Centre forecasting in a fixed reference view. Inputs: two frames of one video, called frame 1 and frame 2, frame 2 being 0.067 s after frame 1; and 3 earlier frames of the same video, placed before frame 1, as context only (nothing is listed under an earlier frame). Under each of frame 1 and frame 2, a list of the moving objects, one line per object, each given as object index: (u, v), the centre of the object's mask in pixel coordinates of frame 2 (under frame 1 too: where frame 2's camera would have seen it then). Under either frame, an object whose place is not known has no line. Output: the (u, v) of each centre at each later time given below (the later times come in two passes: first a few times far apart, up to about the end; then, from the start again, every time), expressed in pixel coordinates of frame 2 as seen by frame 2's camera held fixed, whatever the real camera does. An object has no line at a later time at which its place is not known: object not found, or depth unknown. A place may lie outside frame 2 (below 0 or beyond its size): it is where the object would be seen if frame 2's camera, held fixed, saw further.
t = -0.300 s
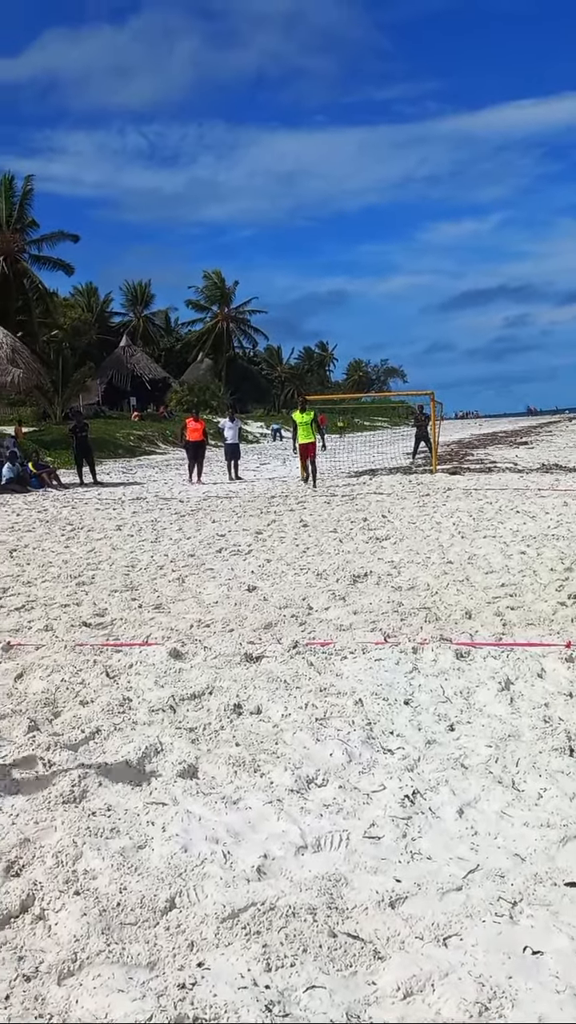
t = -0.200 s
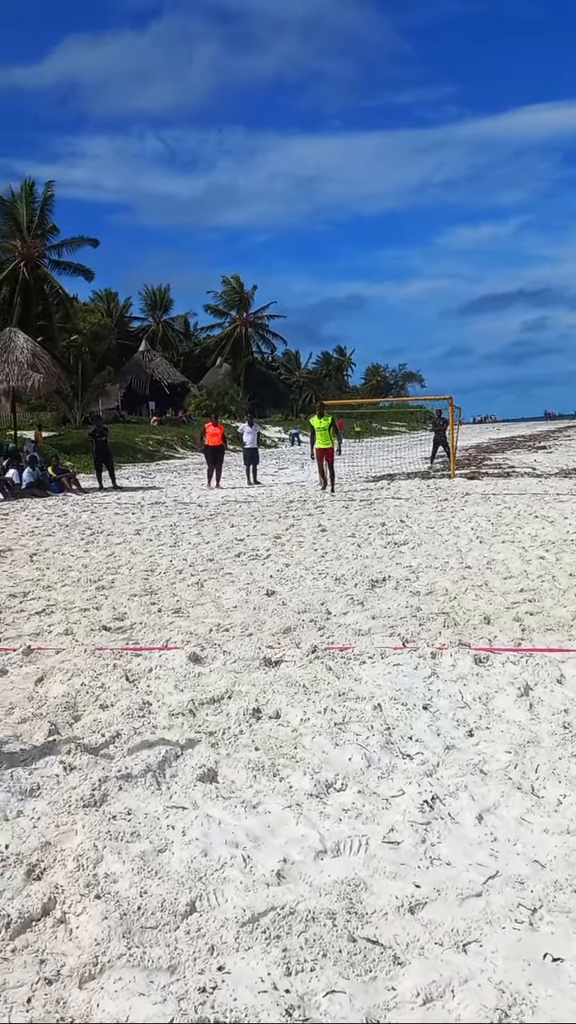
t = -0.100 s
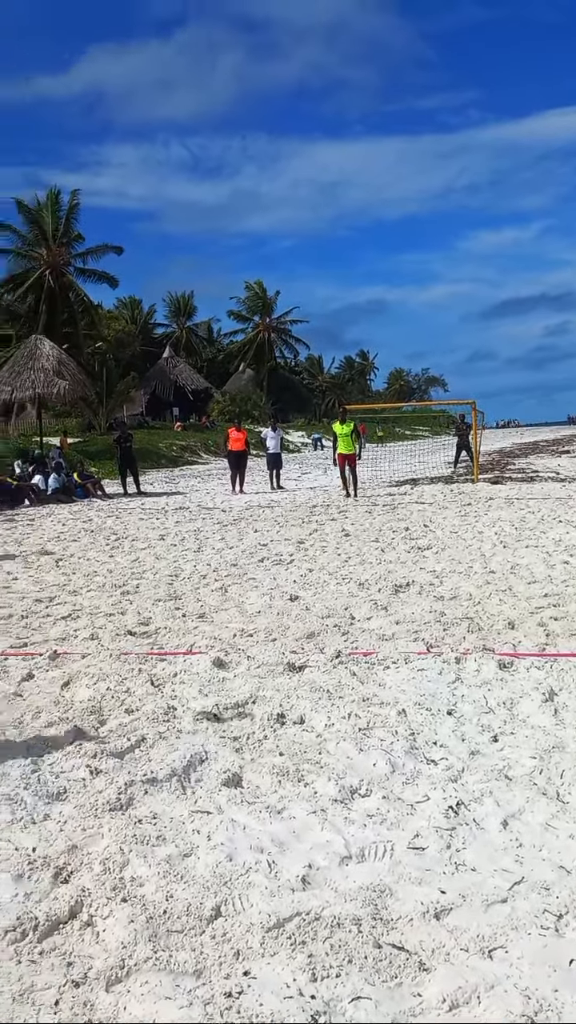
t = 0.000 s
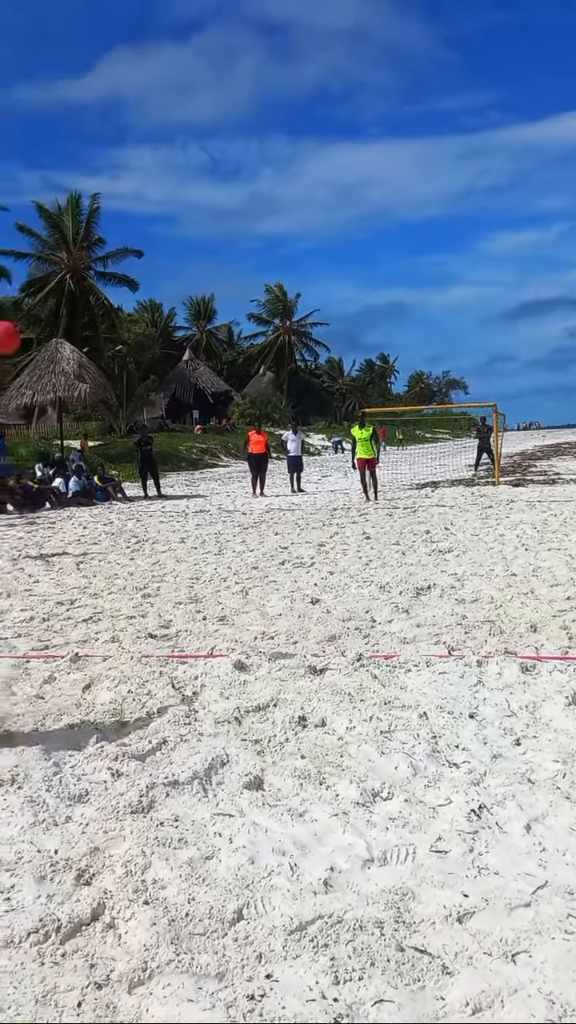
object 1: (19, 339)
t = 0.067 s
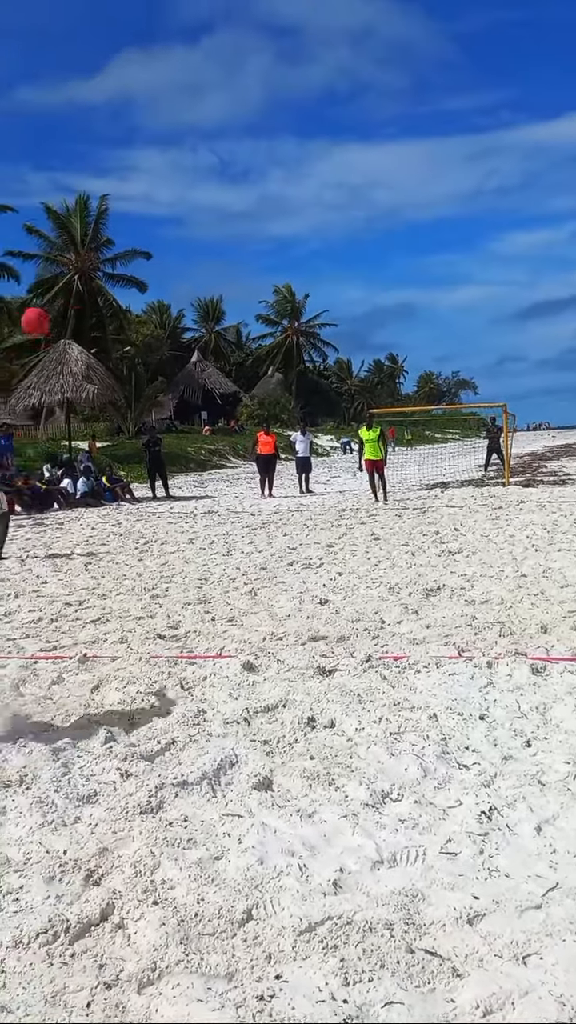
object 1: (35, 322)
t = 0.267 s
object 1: (84, 321)
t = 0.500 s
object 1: (119, 367)
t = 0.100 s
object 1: (45, 317)
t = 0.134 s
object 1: (54, 314)
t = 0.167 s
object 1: (61, 314)
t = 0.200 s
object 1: (69, 316)
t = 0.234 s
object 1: (77, 318)
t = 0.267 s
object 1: (84, 321)
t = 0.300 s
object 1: (90, 326)
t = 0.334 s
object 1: (95, 331)
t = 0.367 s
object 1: (101, 338)
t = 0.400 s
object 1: (106, 343)
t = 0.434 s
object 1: (111, 349)
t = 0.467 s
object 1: (115, 358)
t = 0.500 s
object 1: (119, 367)
